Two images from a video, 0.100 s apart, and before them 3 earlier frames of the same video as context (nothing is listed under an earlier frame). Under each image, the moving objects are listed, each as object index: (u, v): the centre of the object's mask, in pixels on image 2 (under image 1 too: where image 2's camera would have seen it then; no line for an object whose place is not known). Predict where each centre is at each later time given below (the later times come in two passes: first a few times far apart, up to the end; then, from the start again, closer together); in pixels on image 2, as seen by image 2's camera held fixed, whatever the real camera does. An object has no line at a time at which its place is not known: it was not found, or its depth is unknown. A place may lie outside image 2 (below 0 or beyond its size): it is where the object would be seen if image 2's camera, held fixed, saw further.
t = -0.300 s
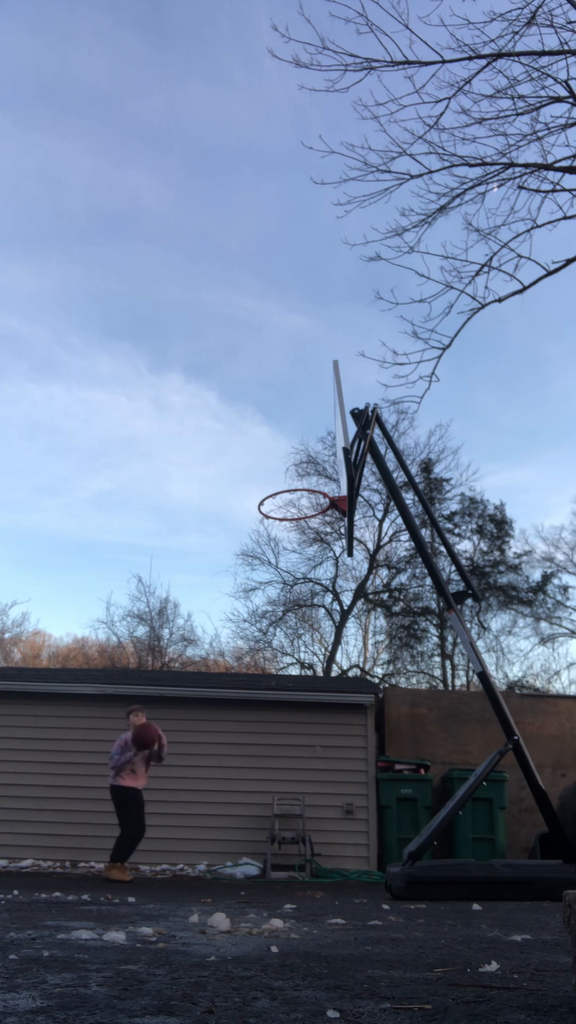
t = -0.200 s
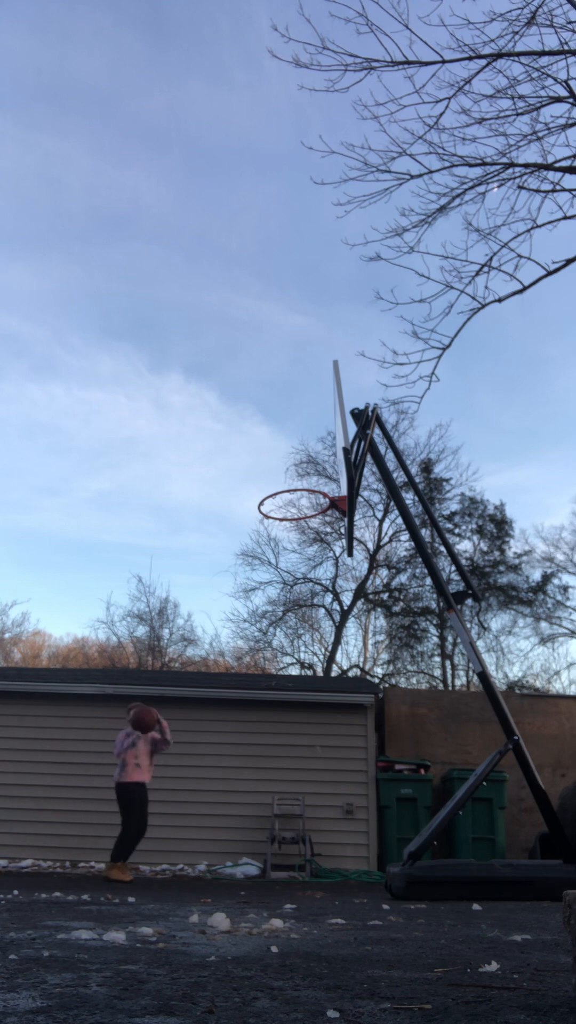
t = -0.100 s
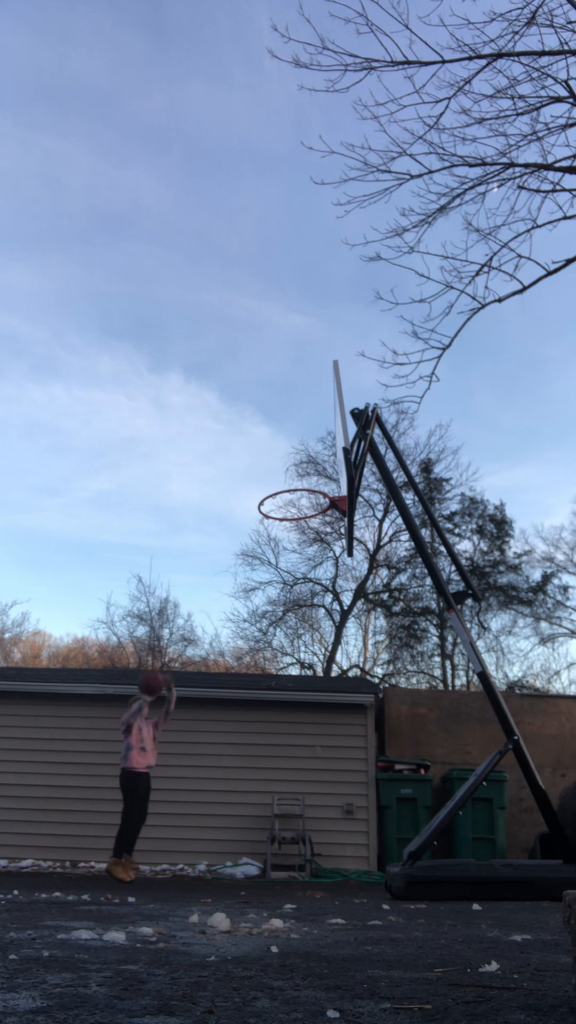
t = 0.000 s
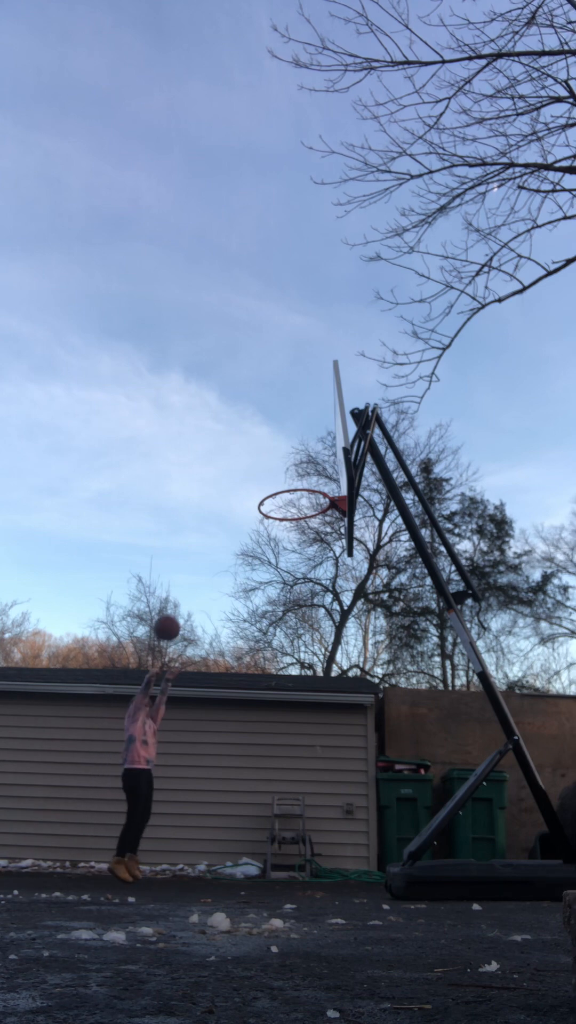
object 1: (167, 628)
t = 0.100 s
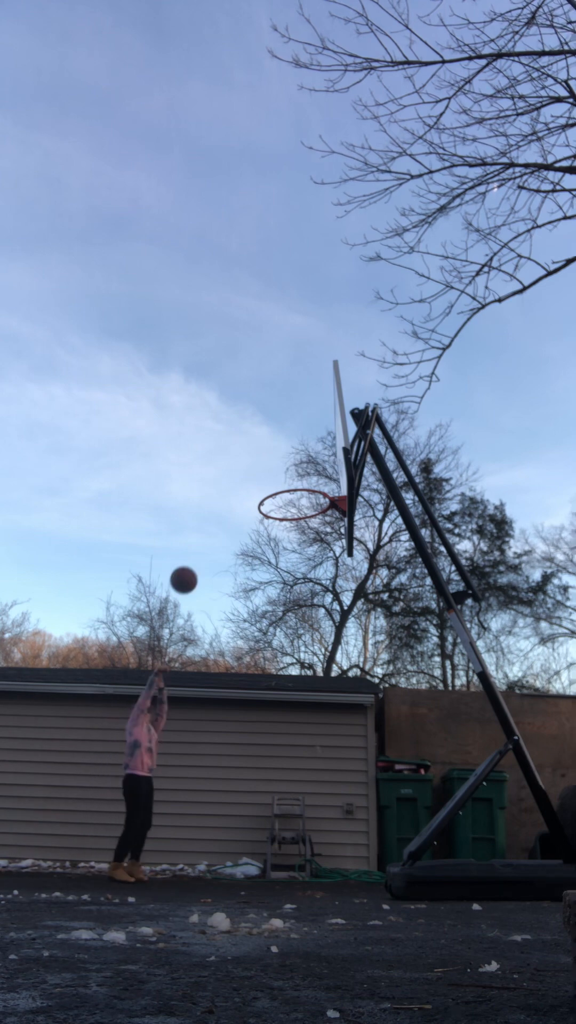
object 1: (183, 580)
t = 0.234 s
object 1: (205, 530)
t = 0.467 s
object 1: (242, 480)
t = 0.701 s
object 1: (285, 490)
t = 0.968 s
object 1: (338, 598)
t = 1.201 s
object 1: (381, 779)
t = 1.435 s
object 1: (401, 772)
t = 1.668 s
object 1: (403, 682)
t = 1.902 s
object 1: (406, 674)
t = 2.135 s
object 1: (410, 730)
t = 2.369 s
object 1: (409, 837)
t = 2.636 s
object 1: (413, 785)
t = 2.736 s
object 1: (412, 767)
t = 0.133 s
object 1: (189, 566)
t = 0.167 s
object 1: (194, 553)
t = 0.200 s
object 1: (200, 541)
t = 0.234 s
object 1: (205, 530)
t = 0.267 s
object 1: (210, 519)
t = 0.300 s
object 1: (216, 510)
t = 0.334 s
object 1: (221, 502)
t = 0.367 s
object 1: (226, 495)
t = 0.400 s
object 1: (231, 489)
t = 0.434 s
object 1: (237, 484)
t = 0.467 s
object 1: (242, 480)
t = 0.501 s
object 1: (248, 477)
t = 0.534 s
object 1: (254, 476)
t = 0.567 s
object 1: (259, 476)
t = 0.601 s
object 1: (265, 477)
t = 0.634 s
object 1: (272, 479)
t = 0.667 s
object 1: (278, 484)
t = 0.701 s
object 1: (285, 490)
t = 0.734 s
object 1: (291, 497)
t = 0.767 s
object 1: (298, 507)
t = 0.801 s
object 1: (305, 518)
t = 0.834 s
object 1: (311, 531)
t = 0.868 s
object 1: (318, 545)
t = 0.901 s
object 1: (324, 561)
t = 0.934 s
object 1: (331, 578)
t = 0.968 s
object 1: (338, 598)
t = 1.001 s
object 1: (343, 618)
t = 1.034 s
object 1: (350, 640)
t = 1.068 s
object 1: (356, 664)
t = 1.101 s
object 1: (362, 690)
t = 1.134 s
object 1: (368, 718)
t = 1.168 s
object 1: (375, 748)
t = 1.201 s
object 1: (381, 779)
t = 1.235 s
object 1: (388, 813)
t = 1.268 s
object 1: (391, 847)
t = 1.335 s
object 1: (396, 842)
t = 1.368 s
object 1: (401, 818)
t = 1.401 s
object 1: (401, 794)
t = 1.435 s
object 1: (401, 772)
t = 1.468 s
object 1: (401, 754)
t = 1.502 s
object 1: (402, 736)
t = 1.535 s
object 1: (402, 721)
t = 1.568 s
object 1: (402, 708)
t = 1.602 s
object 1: (402, 698)
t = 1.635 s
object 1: (403, 689)
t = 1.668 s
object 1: (403, 682)
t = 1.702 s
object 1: (403, 677)
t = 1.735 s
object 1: (404, 672)
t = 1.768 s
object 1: (404, 670)
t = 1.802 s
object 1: (404, 669)
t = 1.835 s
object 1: (405, 669)
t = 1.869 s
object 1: (405, 671)
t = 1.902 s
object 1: (406, 674)
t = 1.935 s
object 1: (406, 679)
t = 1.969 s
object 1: (407, 685)
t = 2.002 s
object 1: (407, 692)
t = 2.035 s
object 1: (408, 700)
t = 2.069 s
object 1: (408, 709)
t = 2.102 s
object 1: (409, 719)
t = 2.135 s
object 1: (410, 730)
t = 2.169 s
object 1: (411, 744)
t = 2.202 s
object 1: (411, 758)
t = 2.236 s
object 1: (411, 772)
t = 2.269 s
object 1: (412, 789)
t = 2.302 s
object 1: (413, 806)
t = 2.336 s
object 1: (412, 824)
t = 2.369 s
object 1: (409, 837)
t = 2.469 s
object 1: (409, 837)
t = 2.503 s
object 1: (412, 827)
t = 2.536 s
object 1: (414, 816)
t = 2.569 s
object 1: (413, 804)
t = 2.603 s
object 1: (413, 794)
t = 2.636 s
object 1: (413, 785)
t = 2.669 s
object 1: (413, 777)
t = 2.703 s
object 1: (413, 771)
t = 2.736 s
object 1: (412, 767)
